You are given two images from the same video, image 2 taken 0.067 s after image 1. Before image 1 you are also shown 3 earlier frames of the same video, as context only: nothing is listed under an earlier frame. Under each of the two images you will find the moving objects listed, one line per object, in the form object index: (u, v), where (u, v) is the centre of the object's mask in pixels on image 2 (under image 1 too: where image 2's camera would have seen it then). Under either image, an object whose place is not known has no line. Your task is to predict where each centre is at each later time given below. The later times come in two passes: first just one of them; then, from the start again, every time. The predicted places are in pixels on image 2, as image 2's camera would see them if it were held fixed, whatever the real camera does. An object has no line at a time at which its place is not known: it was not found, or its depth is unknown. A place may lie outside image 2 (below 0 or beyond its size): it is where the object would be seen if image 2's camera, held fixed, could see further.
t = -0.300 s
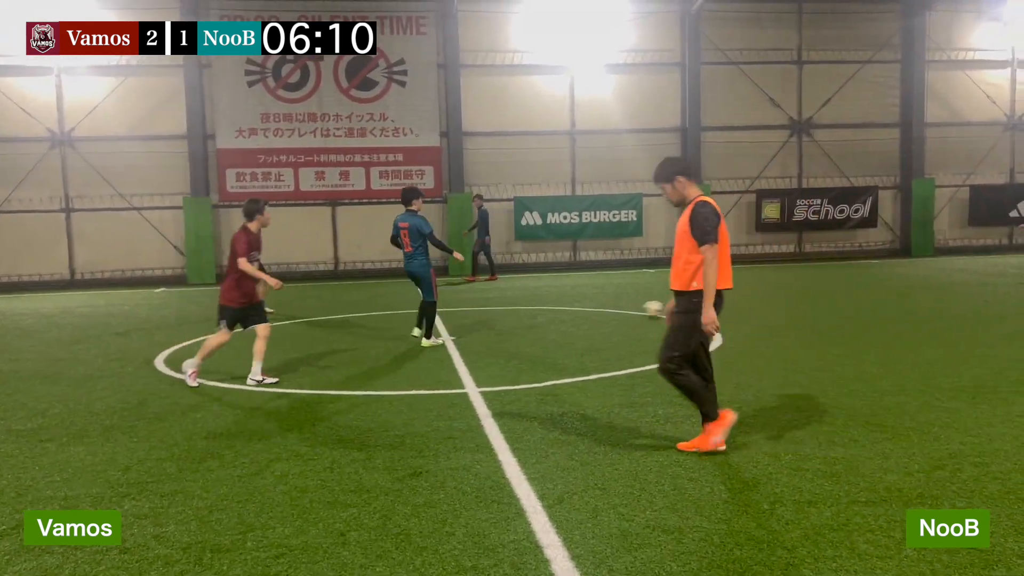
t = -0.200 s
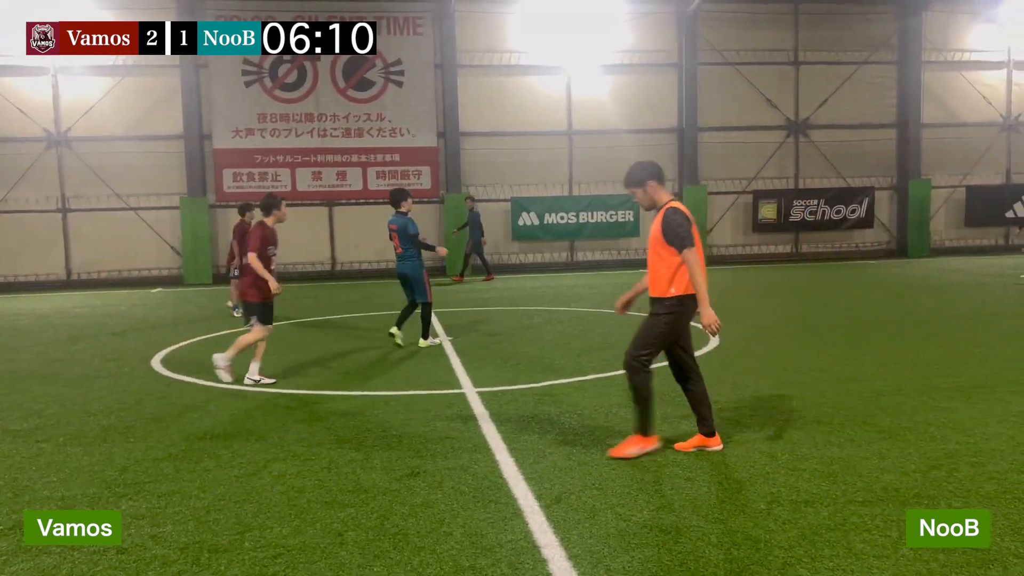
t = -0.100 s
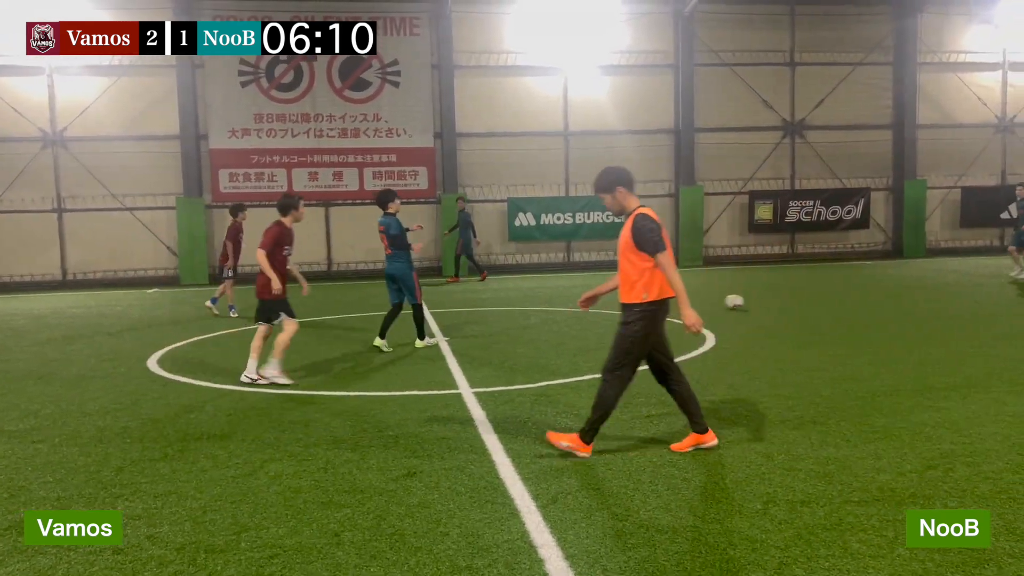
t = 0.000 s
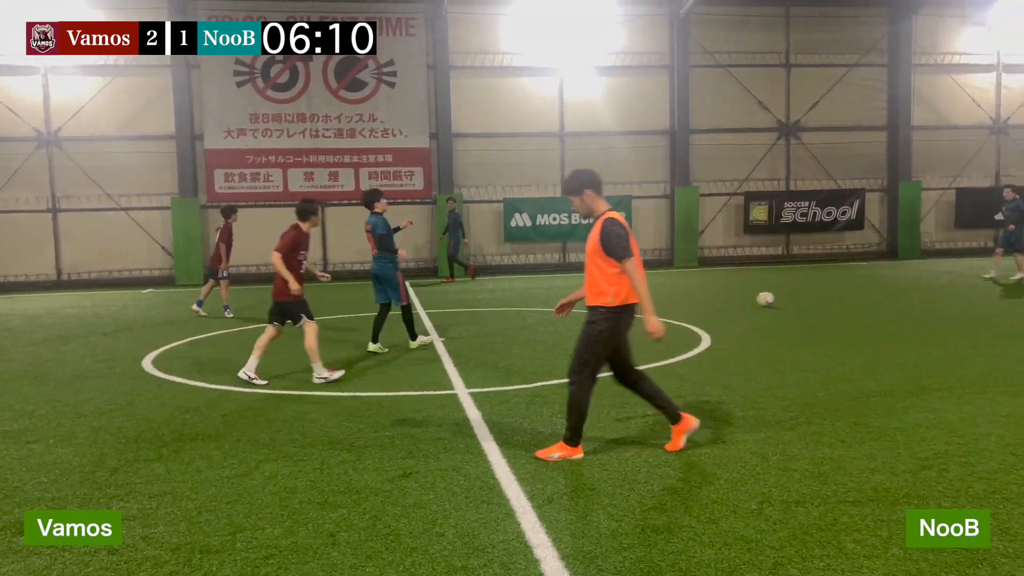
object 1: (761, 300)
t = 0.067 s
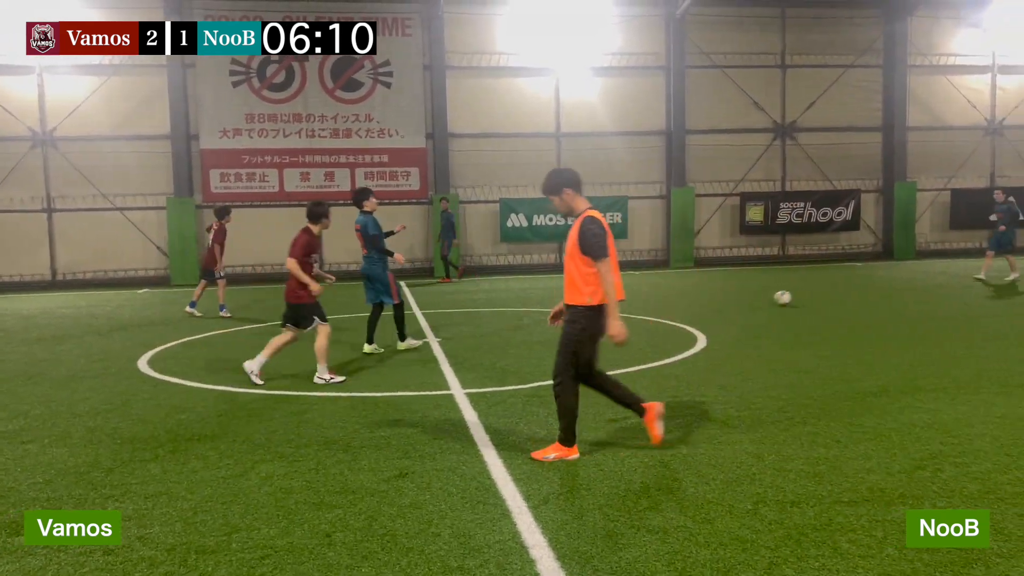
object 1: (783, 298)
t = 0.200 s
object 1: (823, 295)
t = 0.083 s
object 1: (788, 297)
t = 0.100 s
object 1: (792, 297)
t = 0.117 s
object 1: (797, 297)
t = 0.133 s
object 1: (802, 296)
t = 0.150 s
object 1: (808, 296)
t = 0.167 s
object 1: (813, 296)
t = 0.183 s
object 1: (818, 295)
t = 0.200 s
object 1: (823, 295)
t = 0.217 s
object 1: (827, 294)
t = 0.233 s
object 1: (832, 294)
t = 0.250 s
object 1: (836, 294)
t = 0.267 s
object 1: (841, 294)
